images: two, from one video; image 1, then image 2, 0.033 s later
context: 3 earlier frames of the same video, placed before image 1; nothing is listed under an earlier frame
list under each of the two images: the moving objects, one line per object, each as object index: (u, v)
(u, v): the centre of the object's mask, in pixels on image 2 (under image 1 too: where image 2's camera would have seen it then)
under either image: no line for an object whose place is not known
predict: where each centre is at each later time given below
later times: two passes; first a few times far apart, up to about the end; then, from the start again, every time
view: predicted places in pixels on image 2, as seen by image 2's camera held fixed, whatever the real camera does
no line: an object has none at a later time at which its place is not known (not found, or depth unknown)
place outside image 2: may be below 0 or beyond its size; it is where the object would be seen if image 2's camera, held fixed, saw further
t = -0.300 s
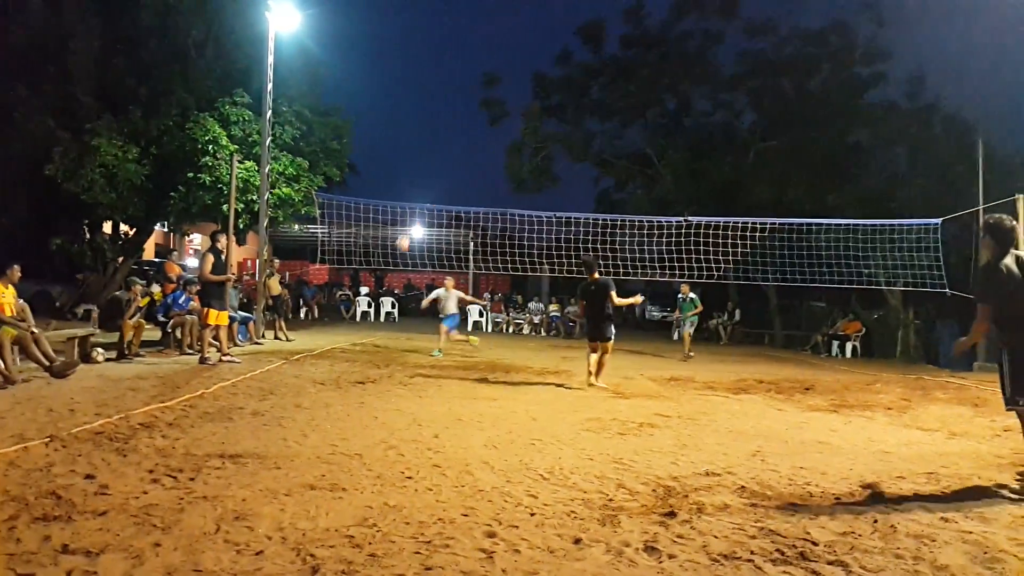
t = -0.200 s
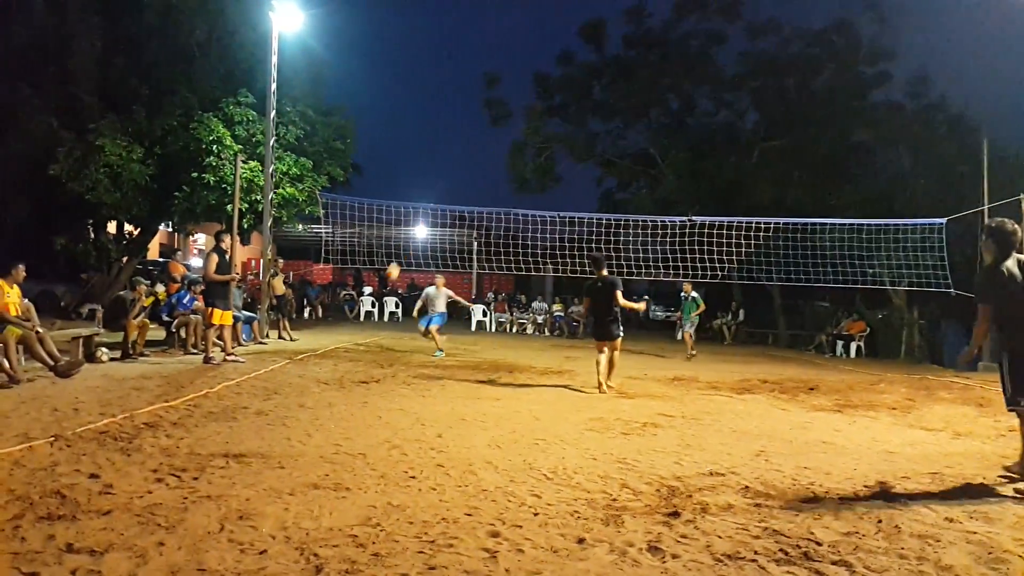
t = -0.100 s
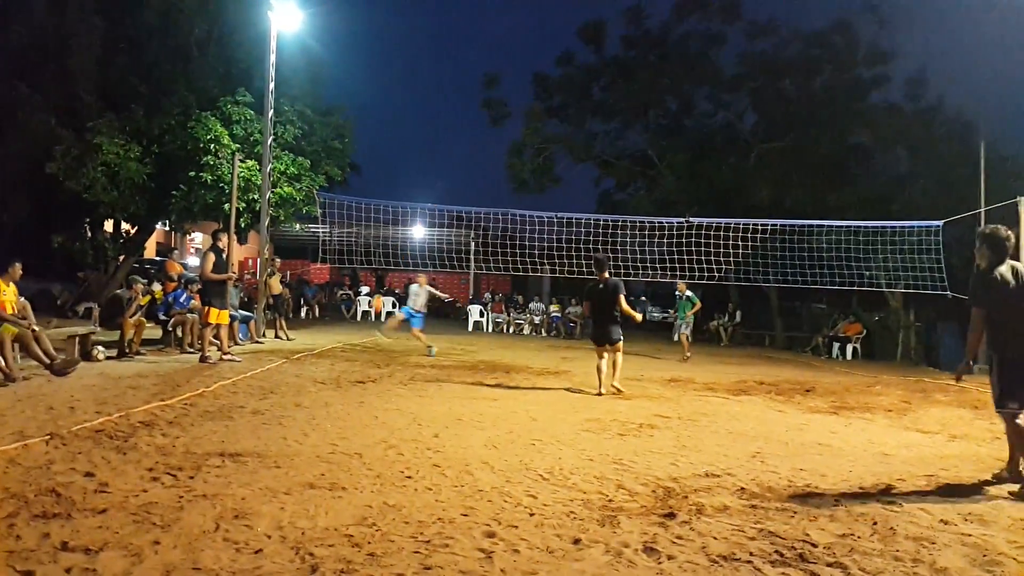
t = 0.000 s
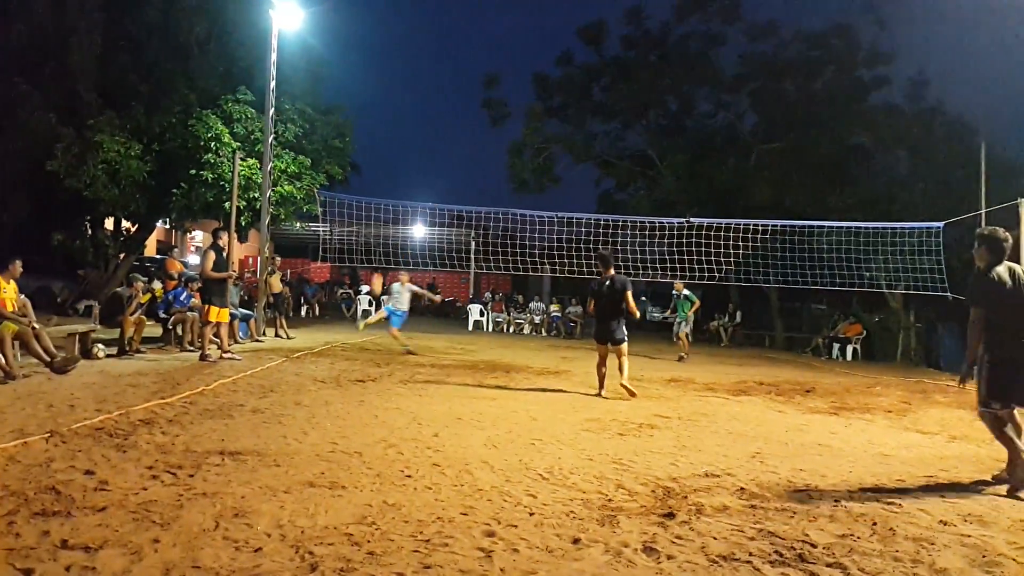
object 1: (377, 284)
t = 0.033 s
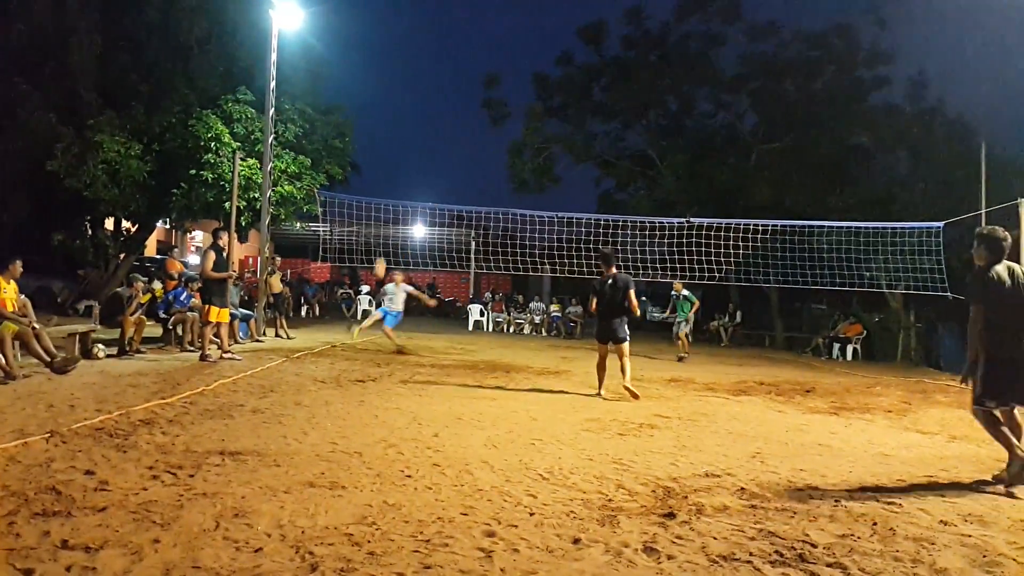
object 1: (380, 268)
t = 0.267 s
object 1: (399, 175)
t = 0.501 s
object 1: (415, 116)
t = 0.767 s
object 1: (432, 87)
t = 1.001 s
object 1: (445, 92)
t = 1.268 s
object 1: (457, 129)
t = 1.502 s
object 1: (466, 186)
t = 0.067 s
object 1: (383, 253)
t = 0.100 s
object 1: (385, 238)
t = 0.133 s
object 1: (388, 223)
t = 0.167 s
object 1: (391, 211)
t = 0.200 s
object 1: (394, 195)
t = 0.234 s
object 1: (396, 185)
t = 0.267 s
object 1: (399, 175)
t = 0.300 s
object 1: (401, 164)
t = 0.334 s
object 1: (404, 154)
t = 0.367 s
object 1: (406, 145)
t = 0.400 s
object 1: (409, 137)
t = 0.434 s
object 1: (411, 130)
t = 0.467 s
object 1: (413, 122)
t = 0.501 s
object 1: (415, 116)
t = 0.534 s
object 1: (417, 110)
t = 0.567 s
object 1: (420, 105)
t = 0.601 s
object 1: (422, 101)
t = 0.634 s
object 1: (424, 97)
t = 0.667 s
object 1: (426, 93)
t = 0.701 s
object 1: (428, 91)
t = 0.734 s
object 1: (430, 89)
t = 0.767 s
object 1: (432, 87)
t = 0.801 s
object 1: (434, 86)
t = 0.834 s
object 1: (436, 86)
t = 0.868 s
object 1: (438, 86)
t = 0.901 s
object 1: (440, 87)
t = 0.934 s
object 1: (442, 89)
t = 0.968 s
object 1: (443, 90)
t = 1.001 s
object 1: (445, 92)
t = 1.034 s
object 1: (446, 95)
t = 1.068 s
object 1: (448, 99)
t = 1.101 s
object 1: (449, 103)
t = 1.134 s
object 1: (451, 107)
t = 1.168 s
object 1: (452, 112)
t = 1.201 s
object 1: (454, 117)
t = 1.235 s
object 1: (455, 123)
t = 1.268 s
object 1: (457, 129)
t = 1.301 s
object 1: (458, 136)
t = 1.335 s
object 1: (459, 143)
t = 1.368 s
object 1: (460, 151)
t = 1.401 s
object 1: (462, 159)
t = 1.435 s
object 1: (463, 168)
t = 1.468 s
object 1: (464, 177)
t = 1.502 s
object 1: (466, 186)
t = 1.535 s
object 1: (467, 196)
